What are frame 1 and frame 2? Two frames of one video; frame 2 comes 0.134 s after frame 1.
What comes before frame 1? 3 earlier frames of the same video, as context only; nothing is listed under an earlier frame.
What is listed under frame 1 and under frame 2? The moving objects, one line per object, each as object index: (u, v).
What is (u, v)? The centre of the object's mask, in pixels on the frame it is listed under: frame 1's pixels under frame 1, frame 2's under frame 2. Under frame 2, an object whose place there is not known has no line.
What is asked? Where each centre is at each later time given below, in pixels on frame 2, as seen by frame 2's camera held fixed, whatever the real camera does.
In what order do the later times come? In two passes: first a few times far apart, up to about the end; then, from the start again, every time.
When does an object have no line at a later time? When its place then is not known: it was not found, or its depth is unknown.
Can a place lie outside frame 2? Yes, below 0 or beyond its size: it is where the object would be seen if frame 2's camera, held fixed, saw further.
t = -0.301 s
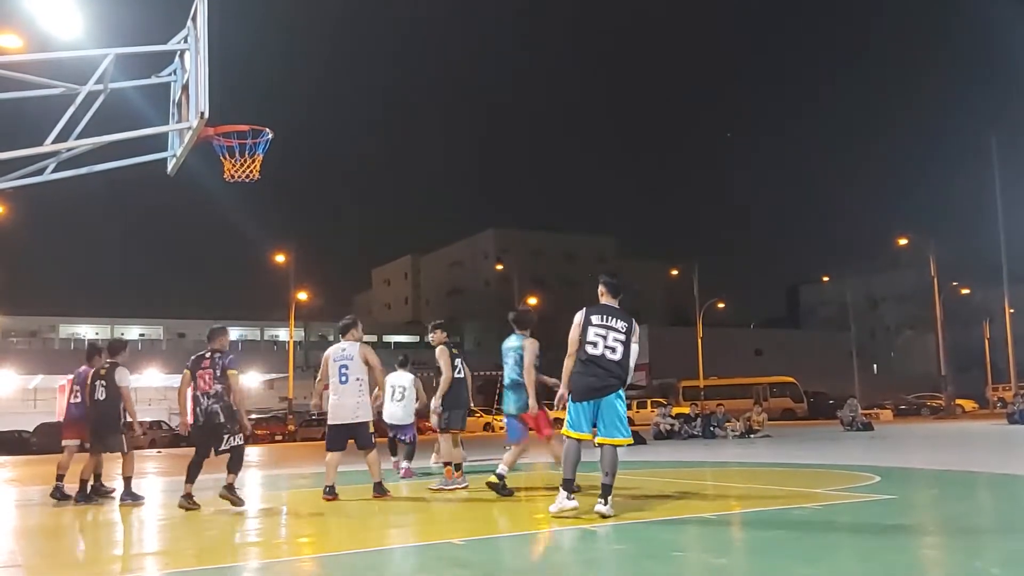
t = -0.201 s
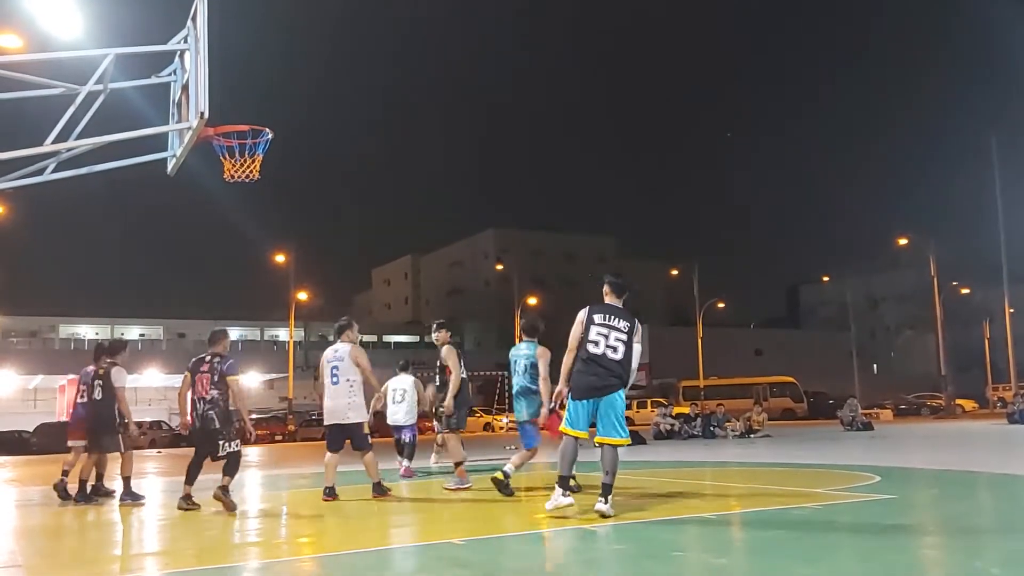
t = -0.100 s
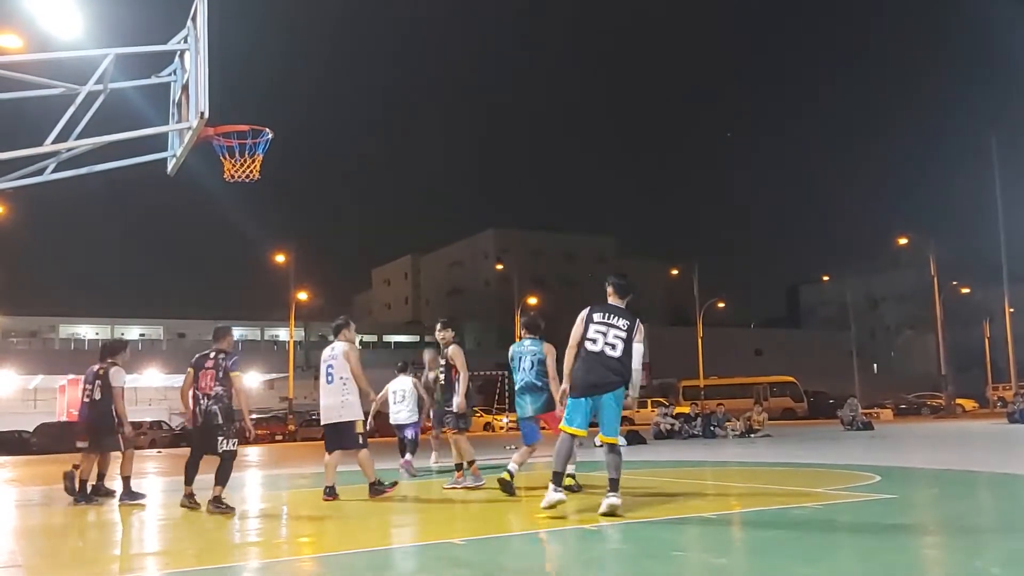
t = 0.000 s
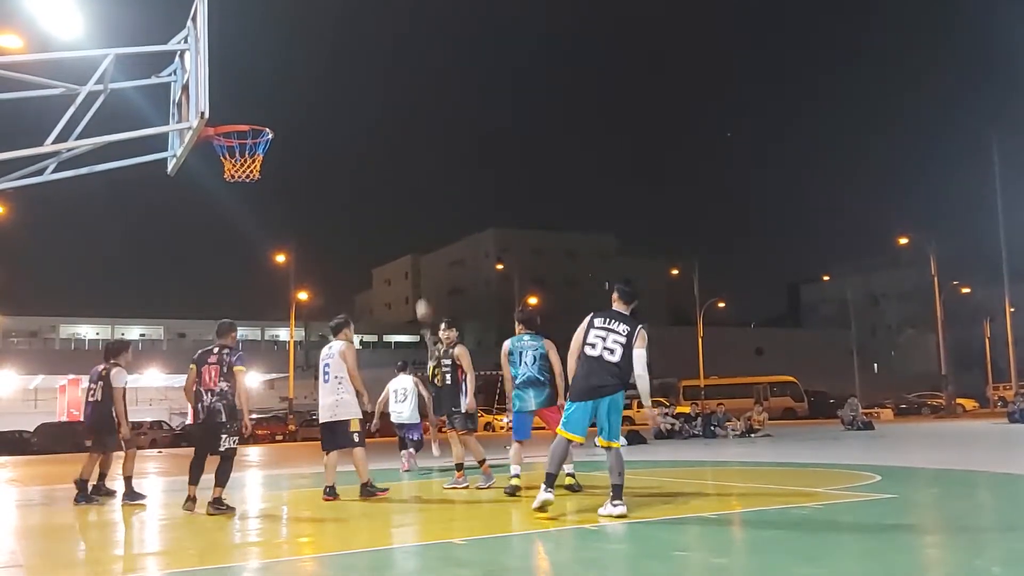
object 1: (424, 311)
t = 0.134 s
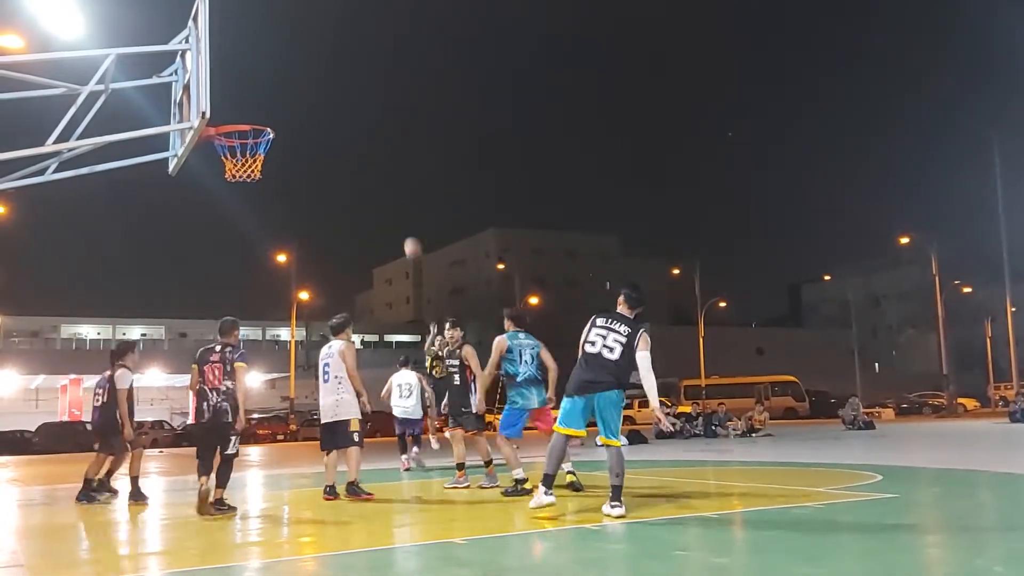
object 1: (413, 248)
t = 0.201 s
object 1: (406, 220)
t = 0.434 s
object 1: (383, 133)
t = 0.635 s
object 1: (359, 80)
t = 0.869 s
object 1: (326, 49)
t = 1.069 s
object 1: (291, 60)
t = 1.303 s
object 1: (243, 98)
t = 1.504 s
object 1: (222, 47)
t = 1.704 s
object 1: (253, 47)
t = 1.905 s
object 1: (287, 97)
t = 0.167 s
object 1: (409, 234)
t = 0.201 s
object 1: (406, 220)
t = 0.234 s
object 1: (403, 206)
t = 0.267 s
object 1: (400, 193)
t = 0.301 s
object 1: (396, 180)
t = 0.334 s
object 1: (393, 168)
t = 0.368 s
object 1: (389, 156)
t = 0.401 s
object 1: (386, 144)
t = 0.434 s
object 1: (383, 133)
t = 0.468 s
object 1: (379, 123)
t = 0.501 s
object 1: (375, 113)
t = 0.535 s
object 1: (371, 104)
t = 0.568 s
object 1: (367, 96)
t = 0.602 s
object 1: (363, 88)
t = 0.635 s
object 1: (359, 80)
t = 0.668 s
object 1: (355, 74)
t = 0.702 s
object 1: (350, 68)
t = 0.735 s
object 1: (346, 63)
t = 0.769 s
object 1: (341, 58)
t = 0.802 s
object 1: (336, 54)
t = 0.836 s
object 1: (331, 51)
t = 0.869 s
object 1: (326, 49)
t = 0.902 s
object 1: (321, 48)
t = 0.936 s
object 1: (315, 48)
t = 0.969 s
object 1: (310, 50)
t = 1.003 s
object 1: (304, 52)
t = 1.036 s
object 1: (298, 56)
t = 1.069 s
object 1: (291, 60)
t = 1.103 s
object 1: (285, 67)
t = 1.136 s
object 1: (278, 74)
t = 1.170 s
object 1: (271, 83)
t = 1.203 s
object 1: (263, 95)
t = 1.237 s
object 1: (255, 107)
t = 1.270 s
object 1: (249, 111)
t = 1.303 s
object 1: (243, 98)
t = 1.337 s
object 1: (238, 86)
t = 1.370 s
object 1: (232, 76)
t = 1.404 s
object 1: (227, 66)
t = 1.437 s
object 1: (223, 59)
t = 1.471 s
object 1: (220, 52)
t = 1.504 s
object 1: (222, 47)
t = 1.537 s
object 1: (226, 43)
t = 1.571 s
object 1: (231, 41)
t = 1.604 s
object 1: (237, 40)
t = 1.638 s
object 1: (242, 41)
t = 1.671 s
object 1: (247, 43)
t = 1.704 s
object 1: (253, 47)
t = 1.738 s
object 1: (259, 52)
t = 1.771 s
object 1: (265, 58)
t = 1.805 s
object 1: (270, 65)
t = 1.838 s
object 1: (276, 75)
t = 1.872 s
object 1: (281, 85)
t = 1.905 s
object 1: (287, 97)
